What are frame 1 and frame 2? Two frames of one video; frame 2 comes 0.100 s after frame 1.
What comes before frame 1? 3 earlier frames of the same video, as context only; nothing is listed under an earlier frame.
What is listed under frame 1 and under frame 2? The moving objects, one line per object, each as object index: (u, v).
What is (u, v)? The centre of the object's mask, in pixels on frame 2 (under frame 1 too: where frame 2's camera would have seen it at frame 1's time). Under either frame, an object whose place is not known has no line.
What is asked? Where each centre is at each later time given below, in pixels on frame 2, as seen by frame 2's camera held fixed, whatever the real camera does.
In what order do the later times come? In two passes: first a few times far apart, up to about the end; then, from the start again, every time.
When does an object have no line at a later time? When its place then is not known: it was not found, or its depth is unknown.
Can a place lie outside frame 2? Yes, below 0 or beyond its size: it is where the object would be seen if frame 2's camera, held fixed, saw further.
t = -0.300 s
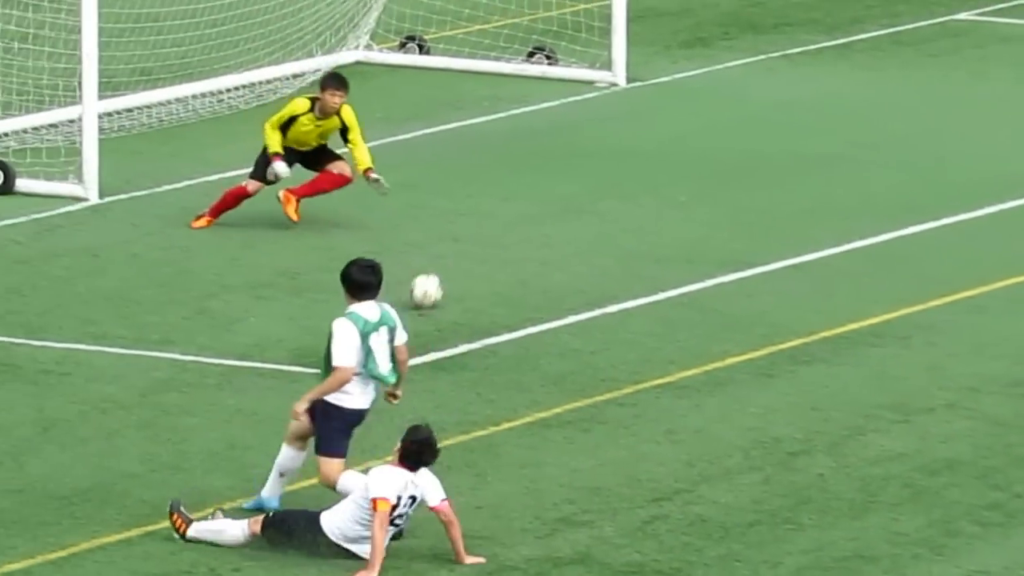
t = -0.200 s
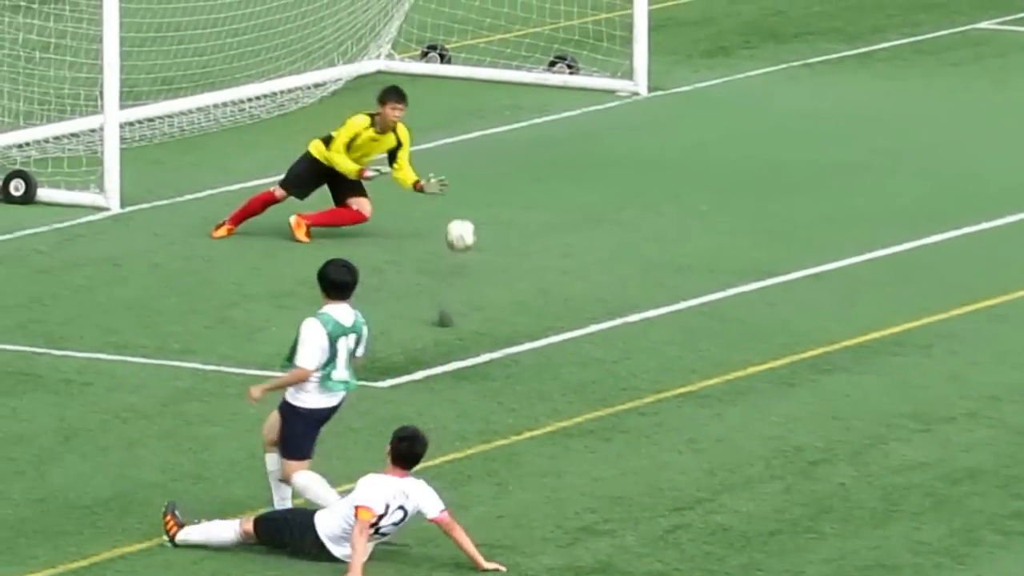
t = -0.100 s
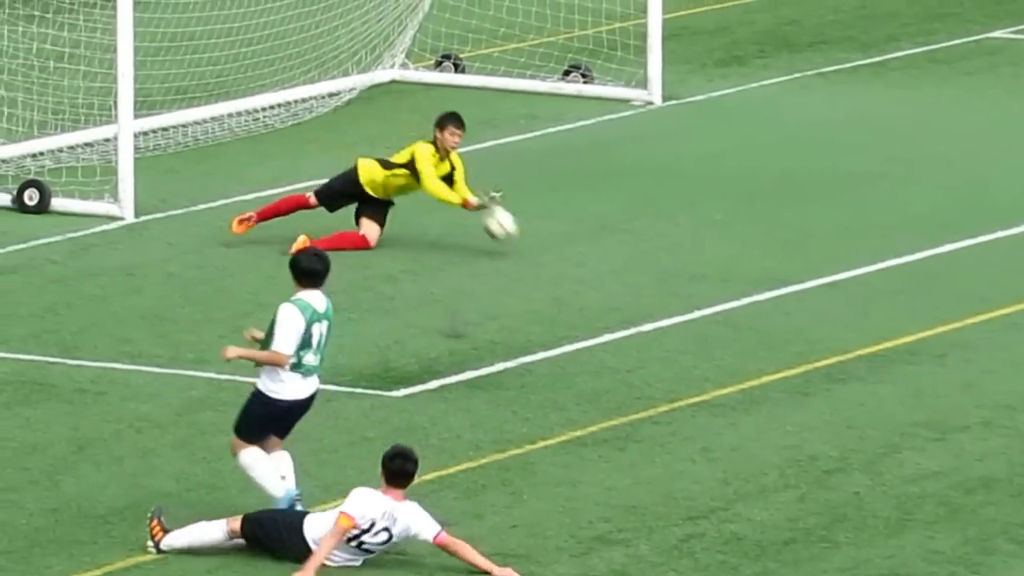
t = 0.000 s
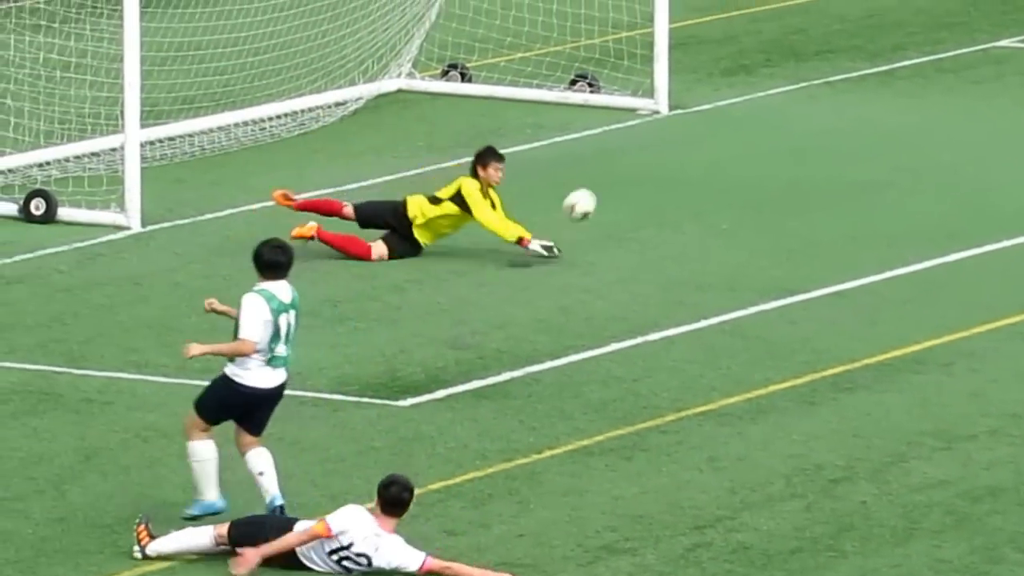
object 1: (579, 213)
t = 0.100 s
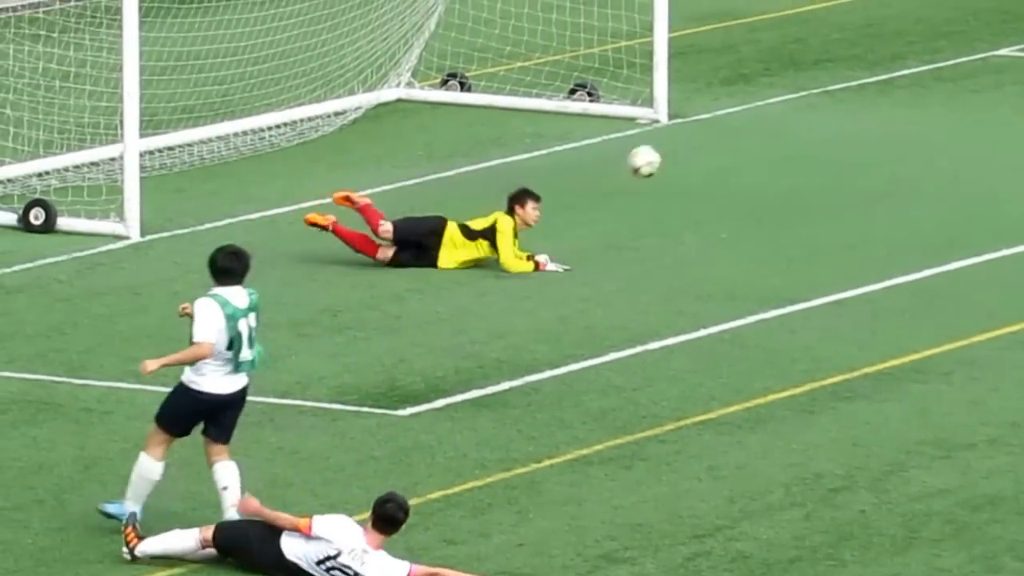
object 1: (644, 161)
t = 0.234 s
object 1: (730, 115)
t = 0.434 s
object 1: (857, 96)
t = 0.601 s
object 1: (962, 126)
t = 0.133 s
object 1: (665, 147)
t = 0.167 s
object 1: (686, 134)
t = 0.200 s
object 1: (708, 124)
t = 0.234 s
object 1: (730, 115)
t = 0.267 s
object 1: (751, 107)
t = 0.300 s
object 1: (772, 102)
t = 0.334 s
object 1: (794, 98)
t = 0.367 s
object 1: (815, 96)
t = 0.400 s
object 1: (836, 95)
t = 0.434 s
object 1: (857, 96)
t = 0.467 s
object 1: (879, 99)
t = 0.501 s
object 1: (899, 104)
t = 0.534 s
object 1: (920, 109)
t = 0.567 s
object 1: (941, 117)
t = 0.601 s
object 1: (962, 126)
